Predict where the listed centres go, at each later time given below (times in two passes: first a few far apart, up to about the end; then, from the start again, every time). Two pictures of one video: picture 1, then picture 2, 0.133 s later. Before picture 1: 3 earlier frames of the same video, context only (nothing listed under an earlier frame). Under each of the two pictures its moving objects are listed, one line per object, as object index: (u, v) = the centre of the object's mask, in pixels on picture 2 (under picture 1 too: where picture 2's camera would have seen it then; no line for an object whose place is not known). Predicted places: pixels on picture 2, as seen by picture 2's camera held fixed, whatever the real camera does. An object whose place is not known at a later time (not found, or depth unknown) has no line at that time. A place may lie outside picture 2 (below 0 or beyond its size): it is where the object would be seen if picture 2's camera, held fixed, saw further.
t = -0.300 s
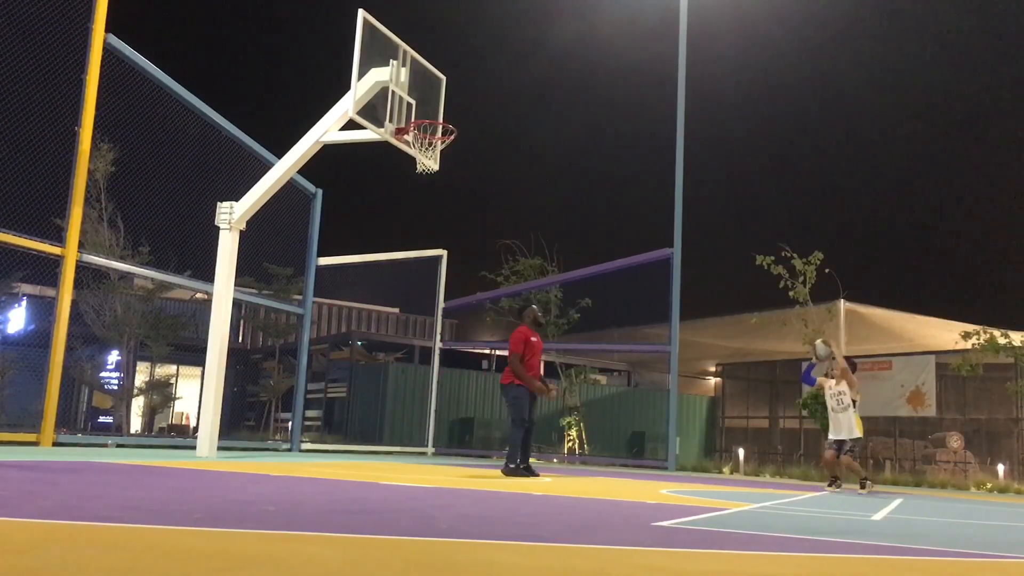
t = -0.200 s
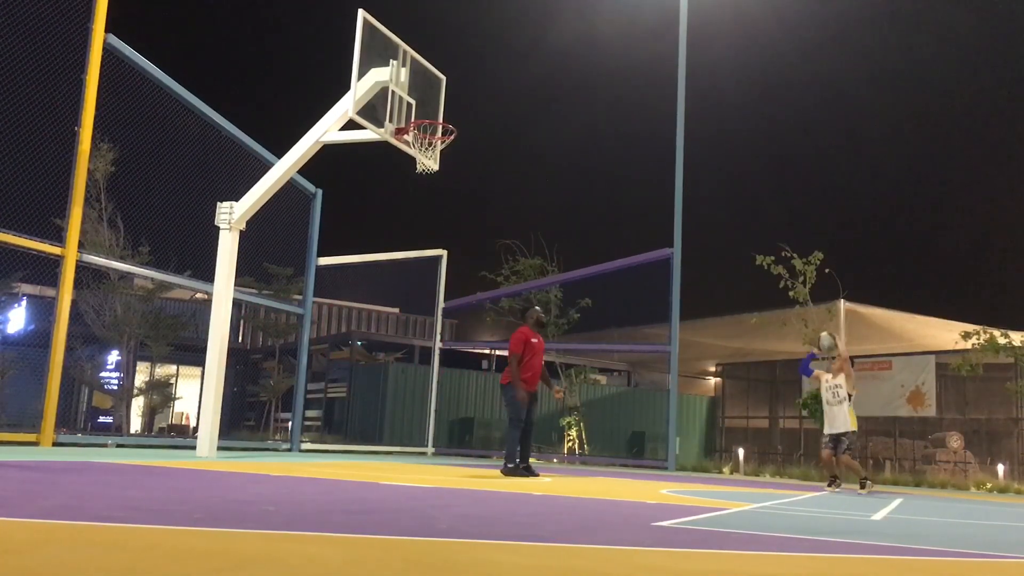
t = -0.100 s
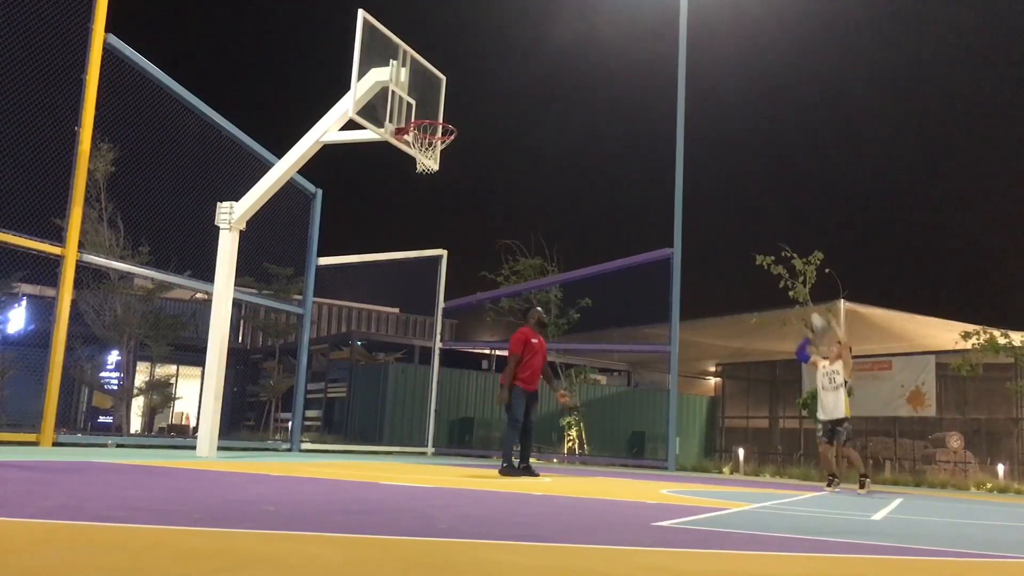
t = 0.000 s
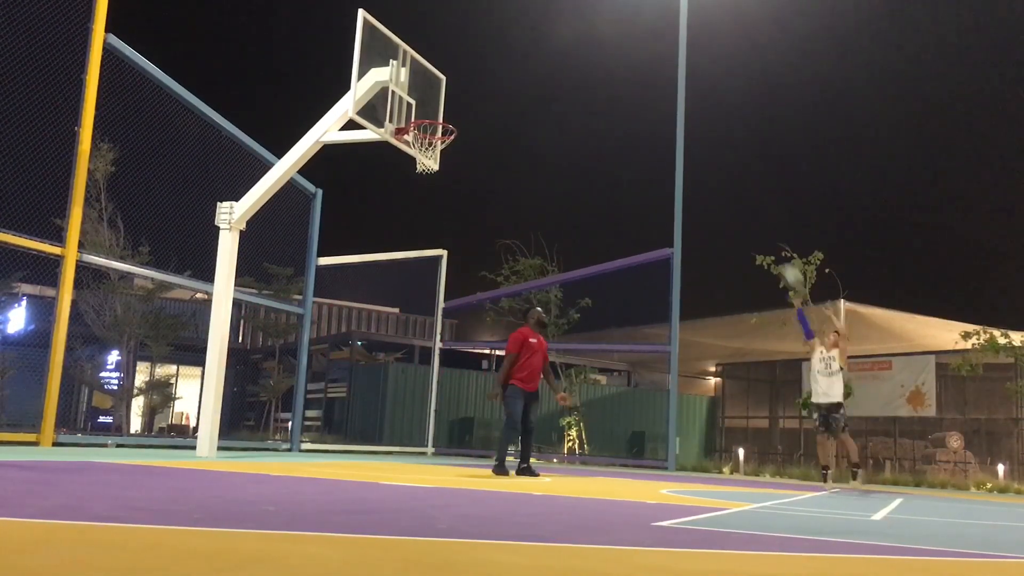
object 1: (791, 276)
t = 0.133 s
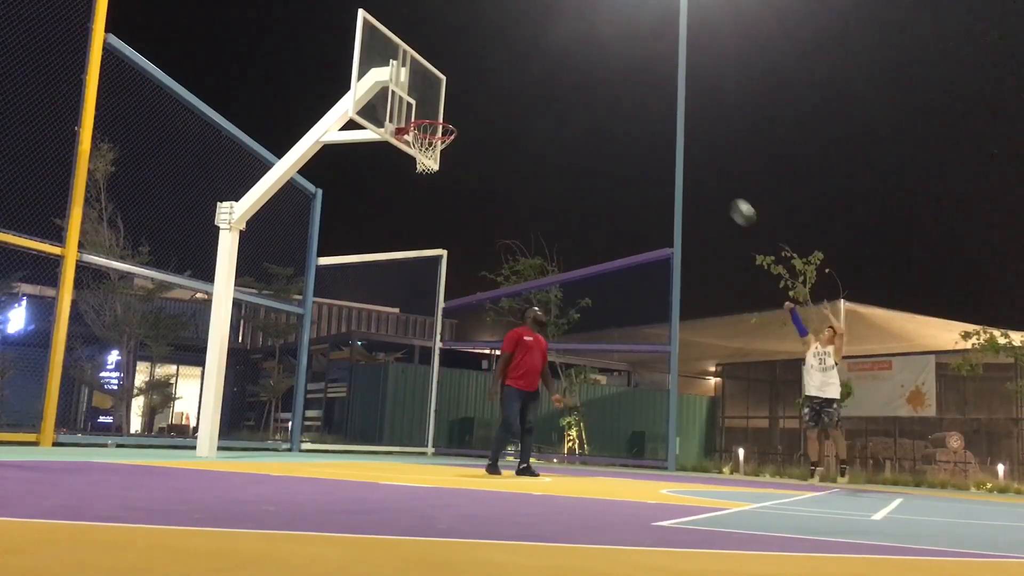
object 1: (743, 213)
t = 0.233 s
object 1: (705, 174)
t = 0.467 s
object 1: (618, 115)
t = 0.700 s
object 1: (524, 101)
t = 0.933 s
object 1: (424, 134)
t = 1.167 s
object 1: (436, 145)
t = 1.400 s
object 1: (453, 186)
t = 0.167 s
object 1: (730, 199)
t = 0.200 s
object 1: (718, 186)
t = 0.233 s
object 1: (705, 174)
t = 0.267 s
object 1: (694, 164)
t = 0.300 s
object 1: (680, 152)
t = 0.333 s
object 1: (667, 143)
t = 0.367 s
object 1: (655, 135)
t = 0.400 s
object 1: (643, 128)
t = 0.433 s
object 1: (630, 121)
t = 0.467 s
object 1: (618, 115)
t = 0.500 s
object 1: (604, 110)
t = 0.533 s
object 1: (591, 106)
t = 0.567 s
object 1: (578, 103)
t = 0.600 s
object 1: (564, 101)
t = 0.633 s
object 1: (551, 100)
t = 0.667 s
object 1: (538, 100)
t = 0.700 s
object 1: (524, 101)
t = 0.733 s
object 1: (510, 103)
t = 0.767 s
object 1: (496, 106)
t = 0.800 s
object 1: (481, 110)
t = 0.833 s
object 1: (466, 115)
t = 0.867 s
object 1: (454, 119)
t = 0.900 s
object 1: (436, 126)
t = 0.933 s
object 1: (424, 134)
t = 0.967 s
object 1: (421, 138)
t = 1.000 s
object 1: (419, 142)
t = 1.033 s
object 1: (419, 144)
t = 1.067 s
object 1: (424, 144)
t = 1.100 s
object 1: (427, 143)
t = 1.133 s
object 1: (433, 143)
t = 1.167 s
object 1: (436, 145)
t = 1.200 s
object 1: (440, 148)
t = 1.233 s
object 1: (442, 150)
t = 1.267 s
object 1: (437, 151)
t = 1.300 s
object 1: (445, 162)
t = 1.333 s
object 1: (449, 170)
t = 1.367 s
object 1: (451, 177)
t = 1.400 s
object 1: (453, 186)
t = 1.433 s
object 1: (455, 196)
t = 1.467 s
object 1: (457, 207)
